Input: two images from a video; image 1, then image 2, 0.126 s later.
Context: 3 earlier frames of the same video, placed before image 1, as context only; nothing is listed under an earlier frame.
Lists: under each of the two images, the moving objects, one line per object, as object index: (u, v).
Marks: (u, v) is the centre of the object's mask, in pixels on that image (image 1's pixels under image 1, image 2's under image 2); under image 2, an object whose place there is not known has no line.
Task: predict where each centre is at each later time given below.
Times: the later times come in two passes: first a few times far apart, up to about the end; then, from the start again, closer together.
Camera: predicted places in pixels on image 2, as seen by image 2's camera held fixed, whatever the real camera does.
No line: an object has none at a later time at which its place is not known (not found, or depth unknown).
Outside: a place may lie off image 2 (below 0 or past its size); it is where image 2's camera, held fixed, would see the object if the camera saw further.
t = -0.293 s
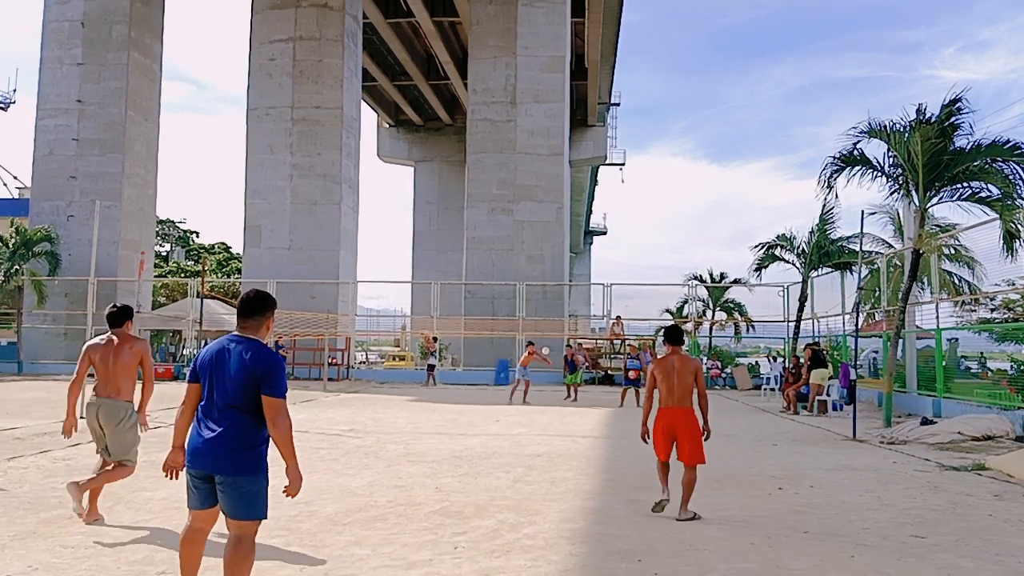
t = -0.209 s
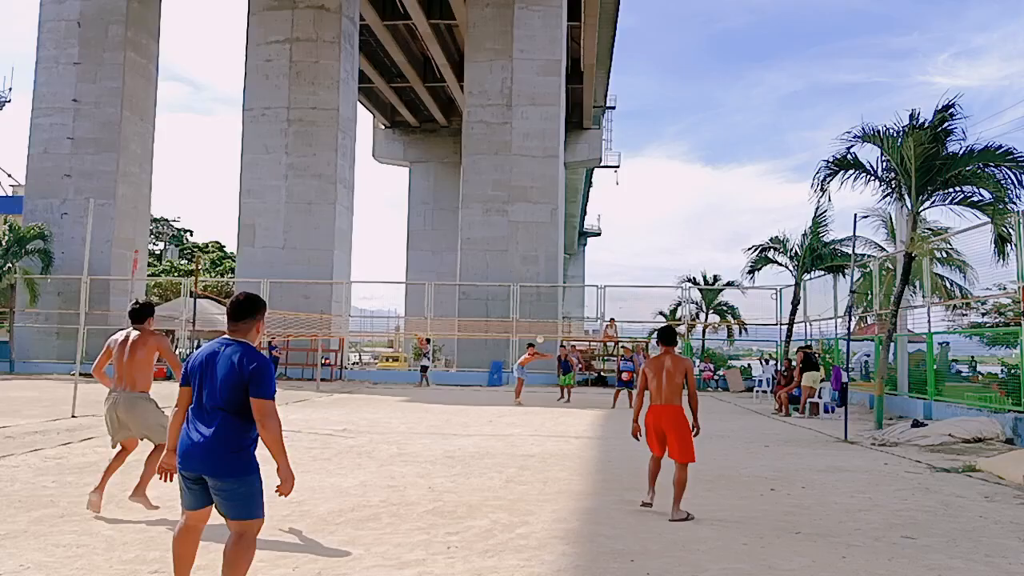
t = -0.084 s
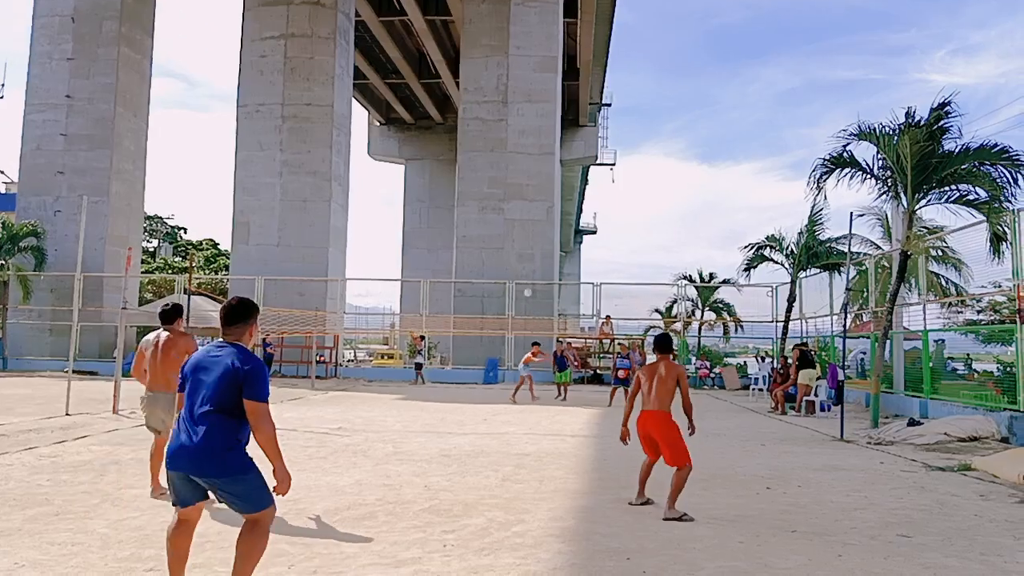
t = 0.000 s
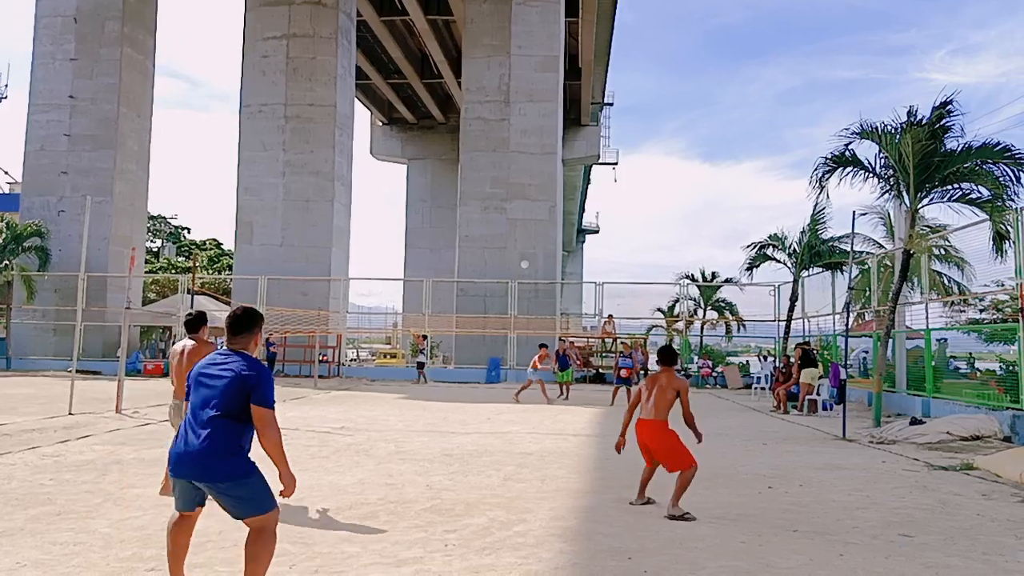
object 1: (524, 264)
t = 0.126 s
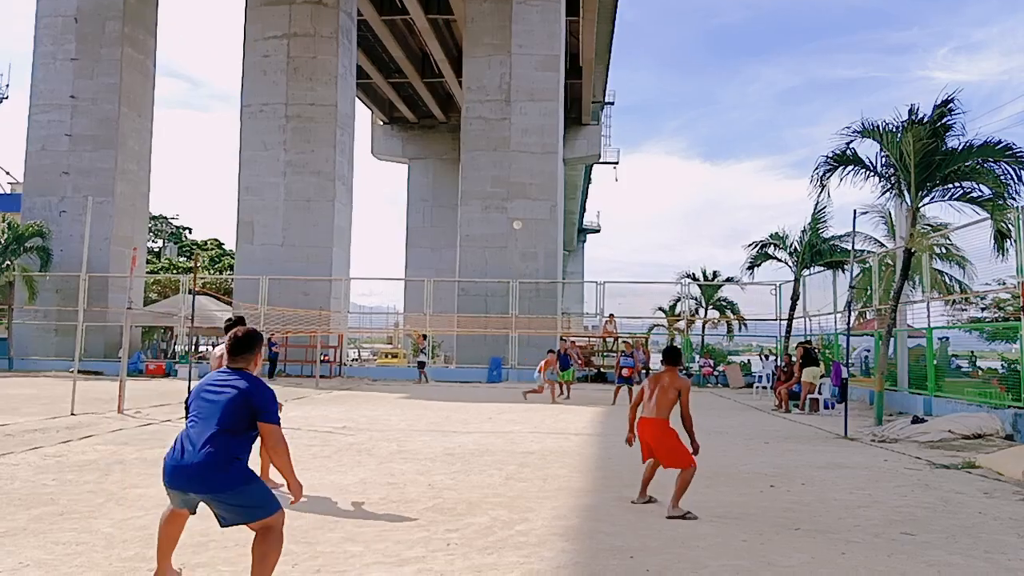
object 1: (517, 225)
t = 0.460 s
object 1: (486, 139)
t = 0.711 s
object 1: (452, 103)
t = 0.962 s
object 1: (400, 107)
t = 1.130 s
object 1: (351, 147)
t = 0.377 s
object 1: (496, 157)
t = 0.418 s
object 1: (491, 148)
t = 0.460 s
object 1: (486, 139)
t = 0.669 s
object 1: (458, 107)
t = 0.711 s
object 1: (452, 103)
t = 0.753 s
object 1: (445, 100)
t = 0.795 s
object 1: (437, 99)
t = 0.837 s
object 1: (429, 99)
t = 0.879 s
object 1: (420, 100)
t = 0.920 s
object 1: (411, 103)
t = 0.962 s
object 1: (400, 107)
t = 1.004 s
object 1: (389, 114)
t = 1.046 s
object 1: (378, 122)
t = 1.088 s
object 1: (364, 133)
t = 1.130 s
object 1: (351, 147)
